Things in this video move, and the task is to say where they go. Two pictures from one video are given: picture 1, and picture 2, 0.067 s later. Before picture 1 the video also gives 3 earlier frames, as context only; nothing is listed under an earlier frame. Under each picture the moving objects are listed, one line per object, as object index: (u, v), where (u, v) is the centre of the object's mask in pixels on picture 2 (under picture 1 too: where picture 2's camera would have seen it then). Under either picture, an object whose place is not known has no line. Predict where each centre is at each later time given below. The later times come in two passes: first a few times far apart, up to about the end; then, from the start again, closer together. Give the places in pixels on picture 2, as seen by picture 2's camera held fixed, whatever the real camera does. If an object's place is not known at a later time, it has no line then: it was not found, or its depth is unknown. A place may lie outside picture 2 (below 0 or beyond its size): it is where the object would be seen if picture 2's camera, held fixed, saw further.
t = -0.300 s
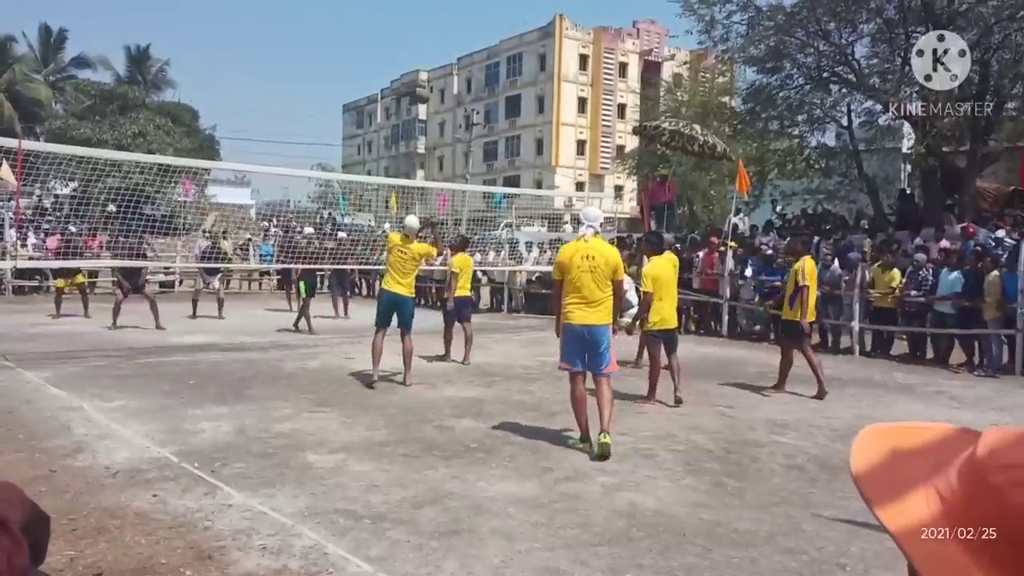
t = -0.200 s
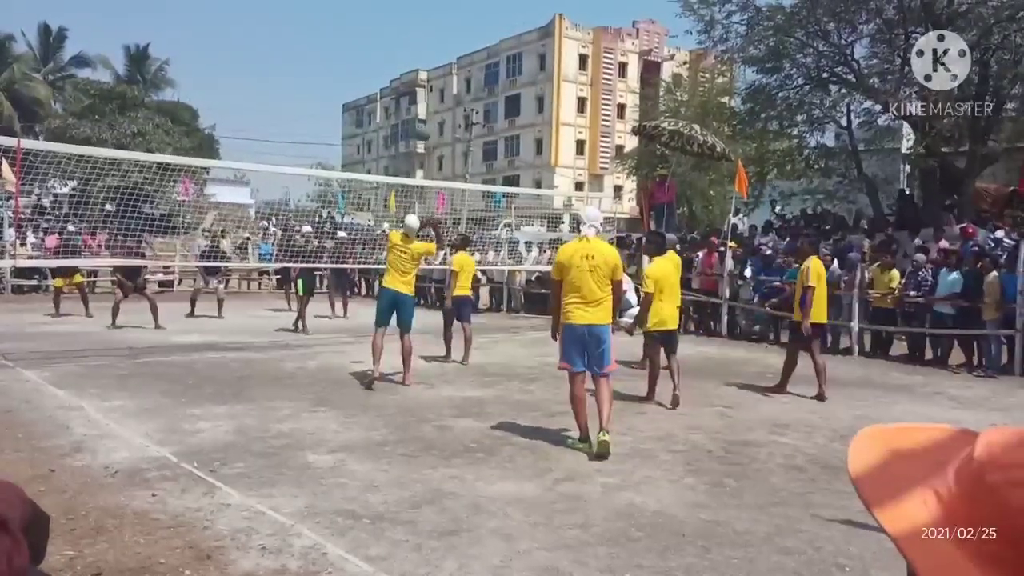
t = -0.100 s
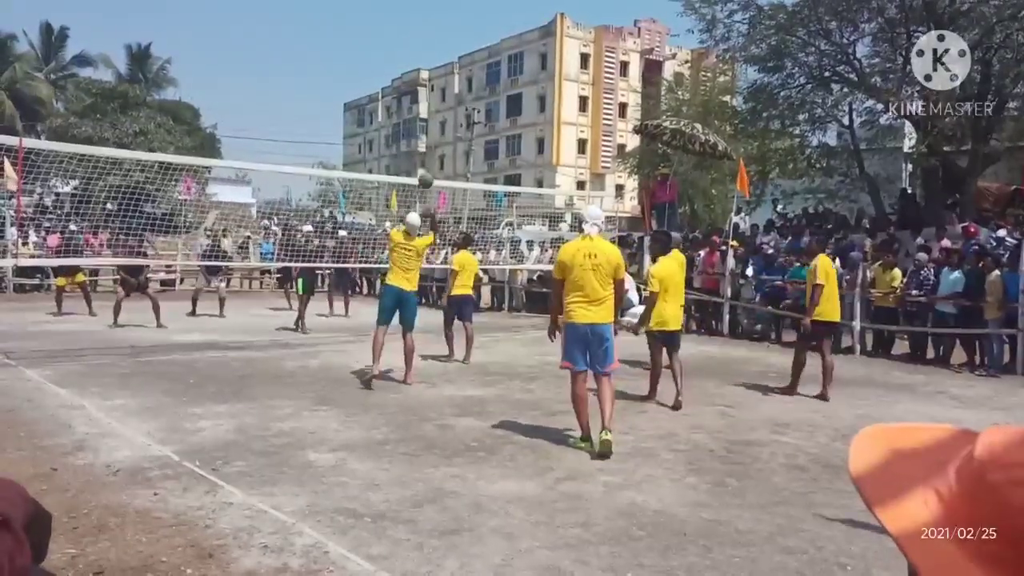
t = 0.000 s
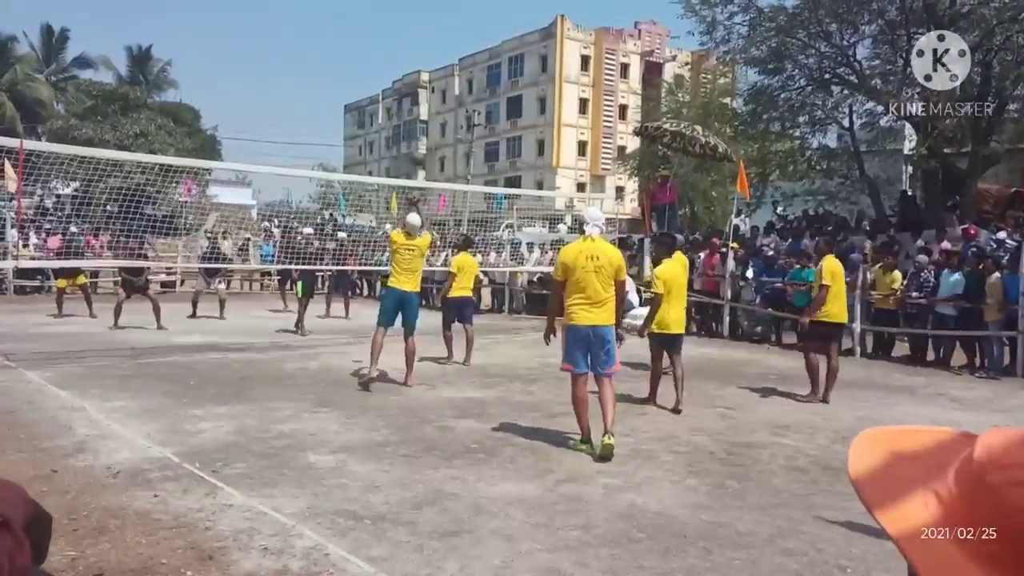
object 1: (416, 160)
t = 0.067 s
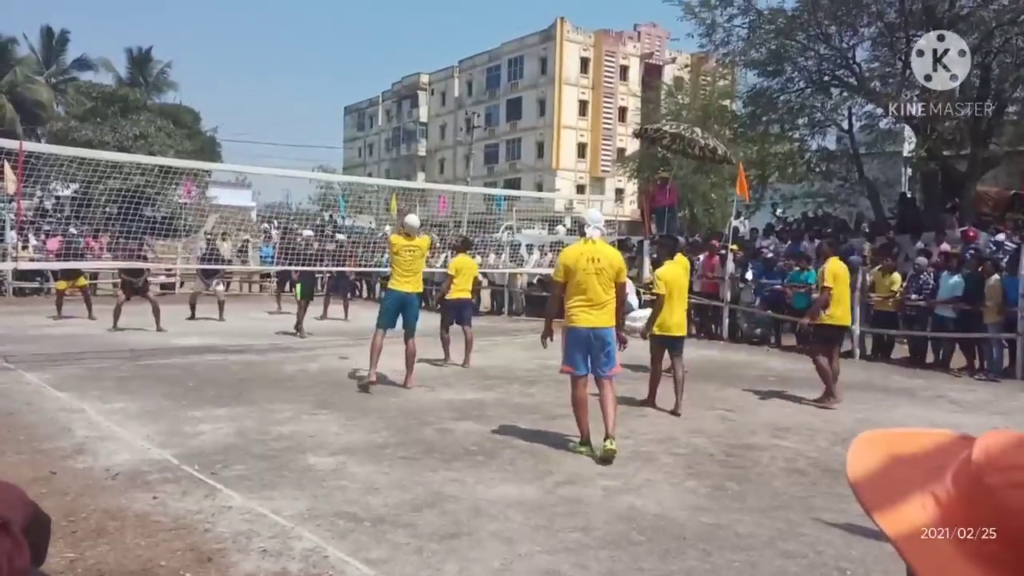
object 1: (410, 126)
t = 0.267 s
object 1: (391, 73)
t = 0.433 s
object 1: (380, 57)
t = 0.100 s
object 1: (406, 116)
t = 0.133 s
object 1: (403, 103)
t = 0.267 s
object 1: (391, 73)
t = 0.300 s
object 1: (388, 68)
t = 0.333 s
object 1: (386, 64)
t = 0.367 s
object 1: (384, 61)
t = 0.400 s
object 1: (382, 58)
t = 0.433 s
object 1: (380, 57)
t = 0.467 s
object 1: (378, 57)
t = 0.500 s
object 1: (375, 57)
